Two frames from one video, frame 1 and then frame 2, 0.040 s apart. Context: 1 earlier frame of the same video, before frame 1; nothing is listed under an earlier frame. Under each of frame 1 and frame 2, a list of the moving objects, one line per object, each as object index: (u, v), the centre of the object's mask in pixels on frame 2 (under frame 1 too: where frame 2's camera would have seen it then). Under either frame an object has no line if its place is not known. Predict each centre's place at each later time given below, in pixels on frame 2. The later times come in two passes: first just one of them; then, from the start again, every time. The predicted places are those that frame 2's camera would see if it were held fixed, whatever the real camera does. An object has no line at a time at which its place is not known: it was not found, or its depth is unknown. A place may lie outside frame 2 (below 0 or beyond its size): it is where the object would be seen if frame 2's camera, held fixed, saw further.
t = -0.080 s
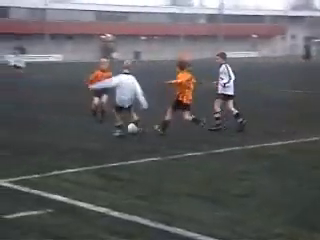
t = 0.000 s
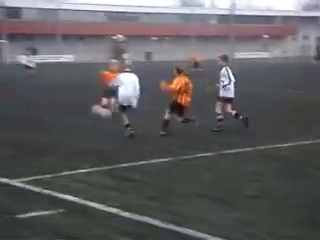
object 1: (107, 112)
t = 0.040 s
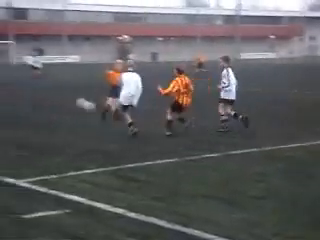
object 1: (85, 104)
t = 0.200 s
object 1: (6, 84)
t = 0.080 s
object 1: (63, 97)
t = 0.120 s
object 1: (44, 92)
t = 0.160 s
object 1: (25, 88)
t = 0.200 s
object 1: (6, 84)
